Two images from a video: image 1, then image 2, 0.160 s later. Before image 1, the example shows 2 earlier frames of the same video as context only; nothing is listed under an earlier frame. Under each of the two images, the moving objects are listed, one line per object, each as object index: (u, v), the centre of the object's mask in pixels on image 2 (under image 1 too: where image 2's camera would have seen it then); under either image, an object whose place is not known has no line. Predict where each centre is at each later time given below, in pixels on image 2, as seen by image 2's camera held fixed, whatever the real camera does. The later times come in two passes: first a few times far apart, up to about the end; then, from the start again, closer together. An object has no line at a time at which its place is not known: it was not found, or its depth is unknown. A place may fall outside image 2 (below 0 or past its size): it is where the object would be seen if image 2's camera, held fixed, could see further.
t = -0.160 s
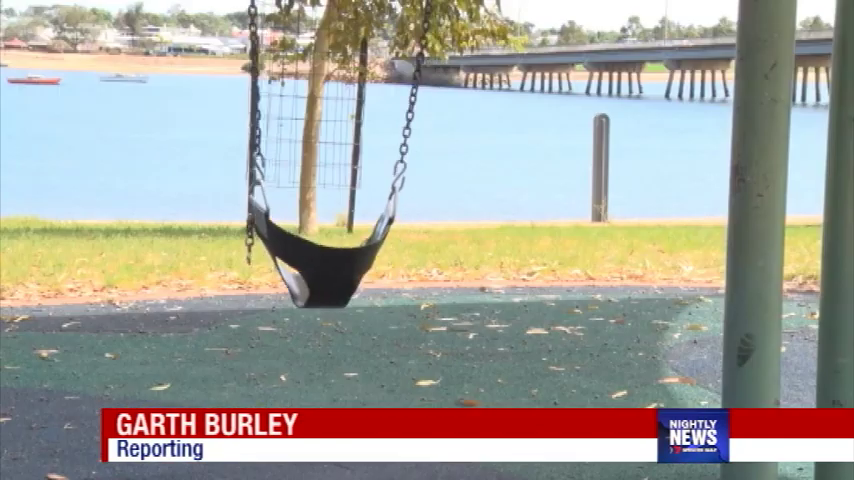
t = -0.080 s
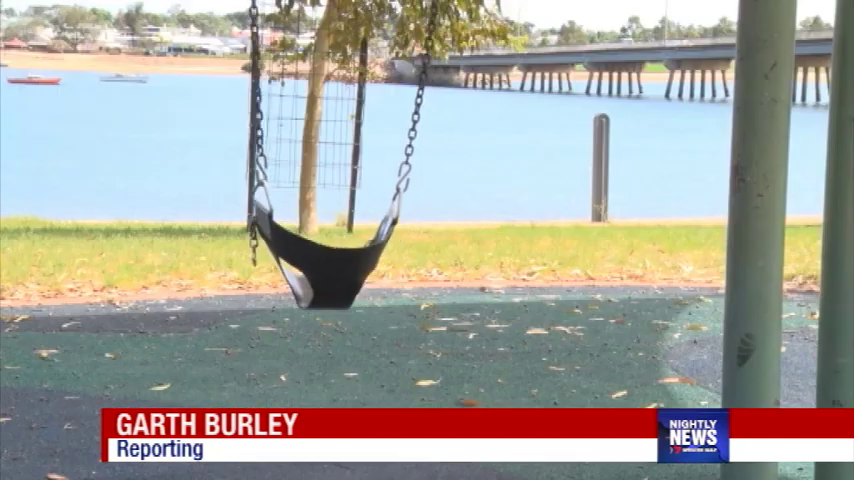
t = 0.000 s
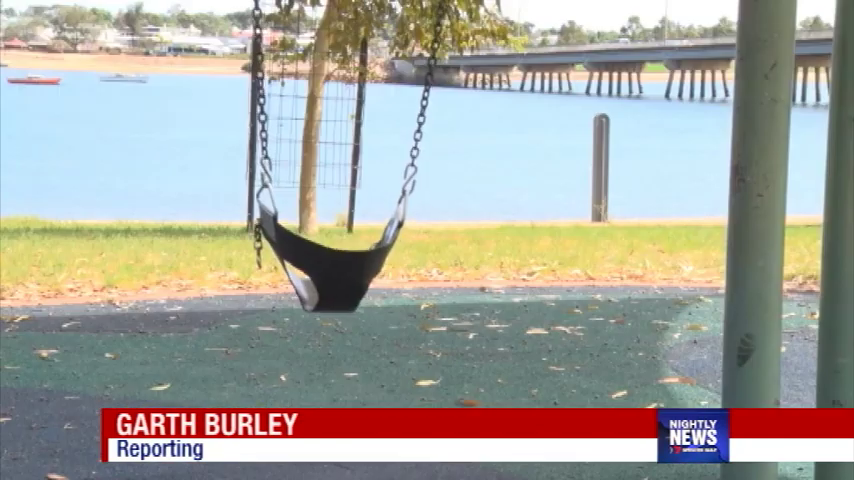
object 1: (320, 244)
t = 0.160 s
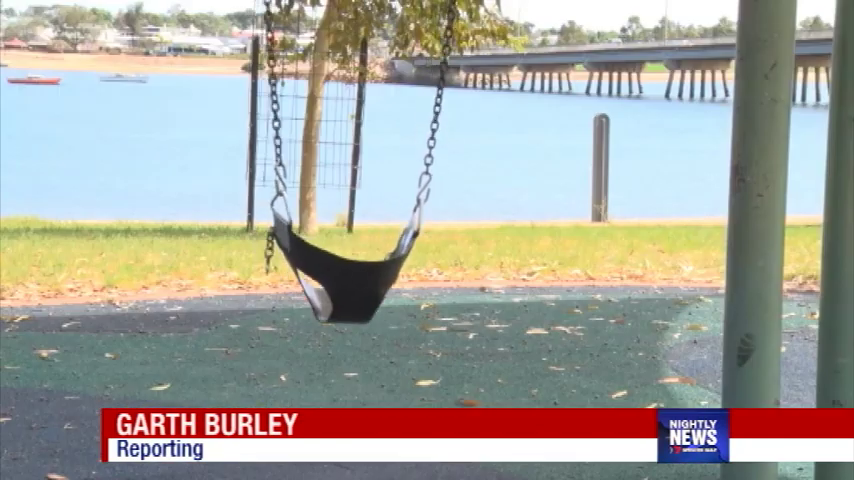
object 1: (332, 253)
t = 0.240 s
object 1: (337, 256)
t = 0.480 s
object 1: (374, 261)
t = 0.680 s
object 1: (397, 257)
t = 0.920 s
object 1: (409, 253)
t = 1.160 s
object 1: (403, 256)
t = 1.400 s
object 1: (385, 256)
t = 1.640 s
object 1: (354, 262)
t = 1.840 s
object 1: (332, 263)
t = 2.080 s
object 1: (319, 252)
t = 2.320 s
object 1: (319, 244)
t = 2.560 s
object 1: (329, 245)
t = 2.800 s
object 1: (342, 255)
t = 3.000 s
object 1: (368, 262)
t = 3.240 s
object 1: (386, 259)
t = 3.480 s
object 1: (396, 255)
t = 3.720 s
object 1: (393, 254)
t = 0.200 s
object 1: (333, 254)
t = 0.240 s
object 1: (337, 256)
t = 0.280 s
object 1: (346, 259)
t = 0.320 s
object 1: (351, 260)
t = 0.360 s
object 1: (357, 261)
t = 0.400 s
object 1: (380, 266)
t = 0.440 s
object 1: (364, 260)
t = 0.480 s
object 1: (374, 261)
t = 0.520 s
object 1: (380, 261)
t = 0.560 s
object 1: (384, 260)
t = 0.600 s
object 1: (388, 259)
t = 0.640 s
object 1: (393, 258)
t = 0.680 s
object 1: (397, 257)
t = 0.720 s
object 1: (400, 256)
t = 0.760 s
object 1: (403, 255)
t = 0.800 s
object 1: (405, 254)
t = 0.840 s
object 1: (406, 254)
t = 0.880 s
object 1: (408, 254)
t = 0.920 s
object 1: (409, 253)
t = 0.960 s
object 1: (409, 253)
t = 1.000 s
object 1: (408, 252)
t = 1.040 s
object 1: (408, 253)
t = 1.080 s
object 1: (407, 253)
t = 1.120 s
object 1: (405, 253)
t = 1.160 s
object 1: (403, 256)
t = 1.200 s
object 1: (401, 256)
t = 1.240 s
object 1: (398, 256)
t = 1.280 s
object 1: (396, 256)
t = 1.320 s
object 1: (393, 258)
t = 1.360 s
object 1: (389, 257)
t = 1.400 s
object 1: (385, 256)
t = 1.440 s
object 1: (383, 259)
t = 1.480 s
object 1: (377, 257)
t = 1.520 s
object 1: (372, 258)
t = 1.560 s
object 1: (368, 260)
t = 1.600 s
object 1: (363, 261)
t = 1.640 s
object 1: (354, 262)
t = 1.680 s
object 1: (351, 263)
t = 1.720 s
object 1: (347, 264)
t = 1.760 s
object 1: (342, 264)
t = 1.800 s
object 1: (337, 264)
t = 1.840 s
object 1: (332, 263)
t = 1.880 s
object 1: (329, 262)
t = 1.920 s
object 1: (326, 260)
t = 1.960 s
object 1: (320, 257)
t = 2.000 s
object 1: (318, 255)
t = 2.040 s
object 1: (318, 253)
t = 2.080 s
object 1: (319, 252)
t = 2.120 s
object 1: (318, 250)
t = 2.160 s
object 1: (315, 247)
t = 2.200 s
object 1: (316, 246)
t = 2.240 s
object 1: (318, 245)
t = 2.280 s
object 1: (318, 244)
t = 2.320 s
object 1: (319, 244)
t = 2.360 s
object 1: (315, 241)
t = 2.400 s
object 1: (316, 241)
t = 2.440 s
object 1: (320, 242)
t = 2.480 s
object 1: (321, 242)
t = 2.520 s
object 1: (327, 244)
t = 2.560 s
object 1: (329, 245)
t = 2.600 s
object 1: (328, 245)
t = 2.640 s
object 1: (333, 248)
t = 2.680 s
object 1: (335, 250)
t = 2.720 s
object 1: (338, 252)
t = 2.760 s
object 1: (341, 254)
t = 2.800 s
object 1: (342, 255)
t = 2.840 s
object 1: (344, 256)
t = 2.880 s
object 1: (352, 259)
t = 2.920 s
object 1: (354, 259)
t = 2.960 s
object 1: (362, 261)
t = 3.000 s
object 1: (368, 262)
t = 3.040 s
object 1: (372, 262)
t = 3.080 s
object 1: (377, 262)
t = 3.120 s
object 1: (378, 261)
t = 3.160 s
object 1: (380, 260)
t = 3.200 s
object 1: (385, 260)
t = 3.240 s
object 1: (386, 259)
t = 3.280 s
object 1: (390, 259)
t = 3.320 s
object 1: (392, 258)
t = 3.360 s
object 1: (393, 257)
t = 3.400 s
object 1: (395, 257)
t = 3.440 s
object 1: (396, 256)
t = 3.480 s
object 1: (396, 255)
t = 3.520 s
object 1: (396, 255)
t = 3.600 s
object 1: (395, 254)
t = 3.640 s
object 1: (395, 254)
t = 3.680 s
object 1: (394, 255)
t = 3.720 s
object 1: (393, 254)
